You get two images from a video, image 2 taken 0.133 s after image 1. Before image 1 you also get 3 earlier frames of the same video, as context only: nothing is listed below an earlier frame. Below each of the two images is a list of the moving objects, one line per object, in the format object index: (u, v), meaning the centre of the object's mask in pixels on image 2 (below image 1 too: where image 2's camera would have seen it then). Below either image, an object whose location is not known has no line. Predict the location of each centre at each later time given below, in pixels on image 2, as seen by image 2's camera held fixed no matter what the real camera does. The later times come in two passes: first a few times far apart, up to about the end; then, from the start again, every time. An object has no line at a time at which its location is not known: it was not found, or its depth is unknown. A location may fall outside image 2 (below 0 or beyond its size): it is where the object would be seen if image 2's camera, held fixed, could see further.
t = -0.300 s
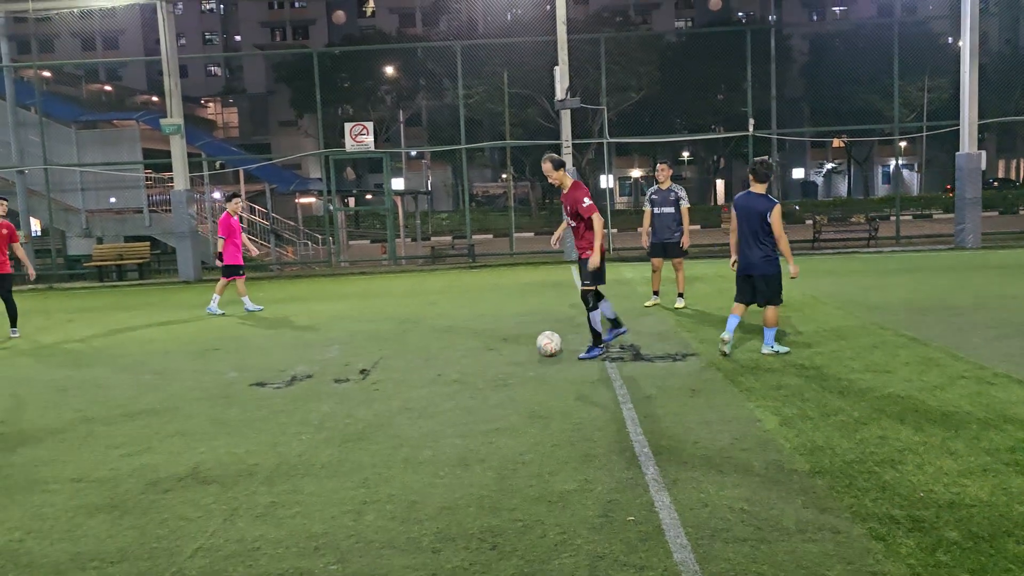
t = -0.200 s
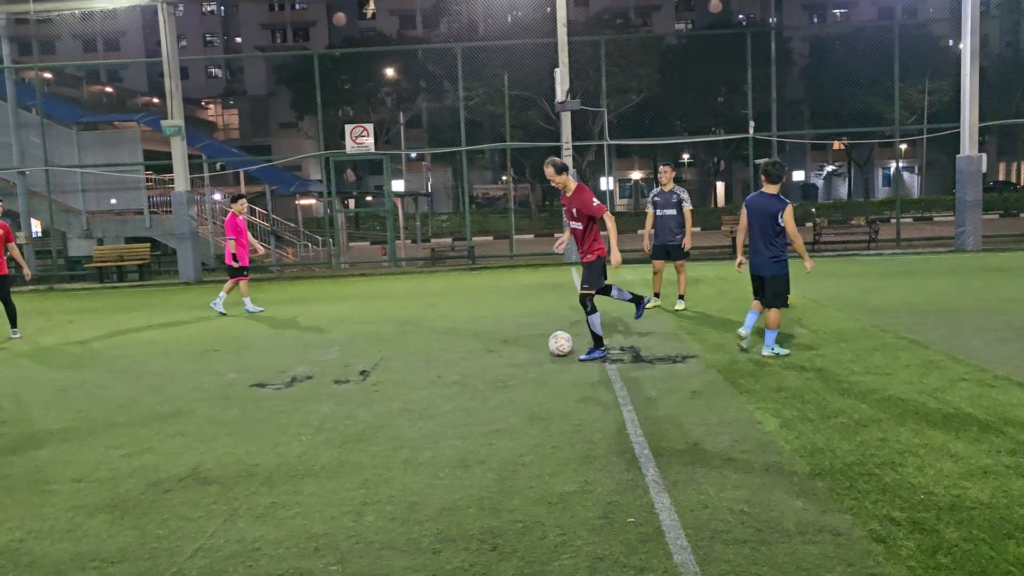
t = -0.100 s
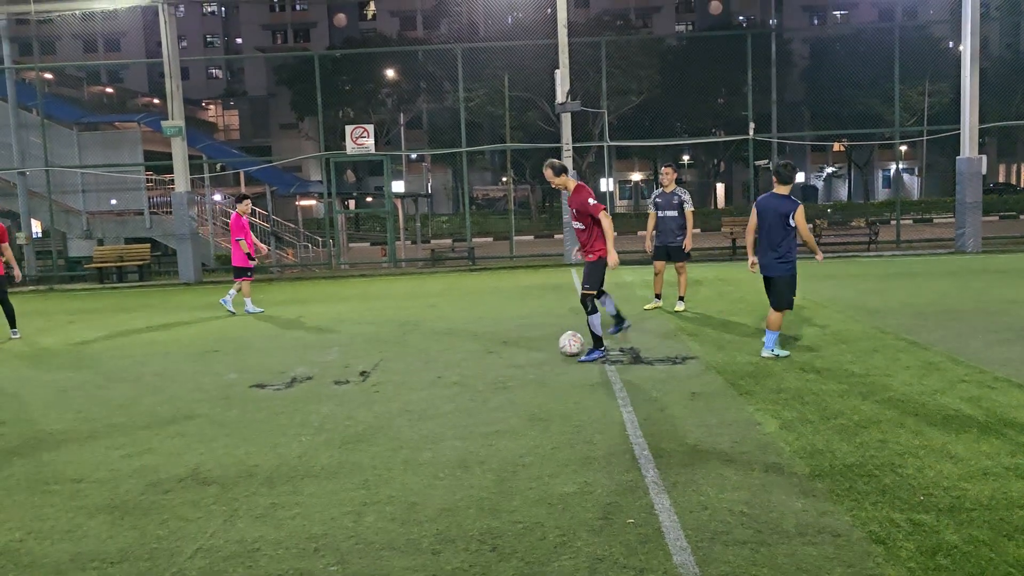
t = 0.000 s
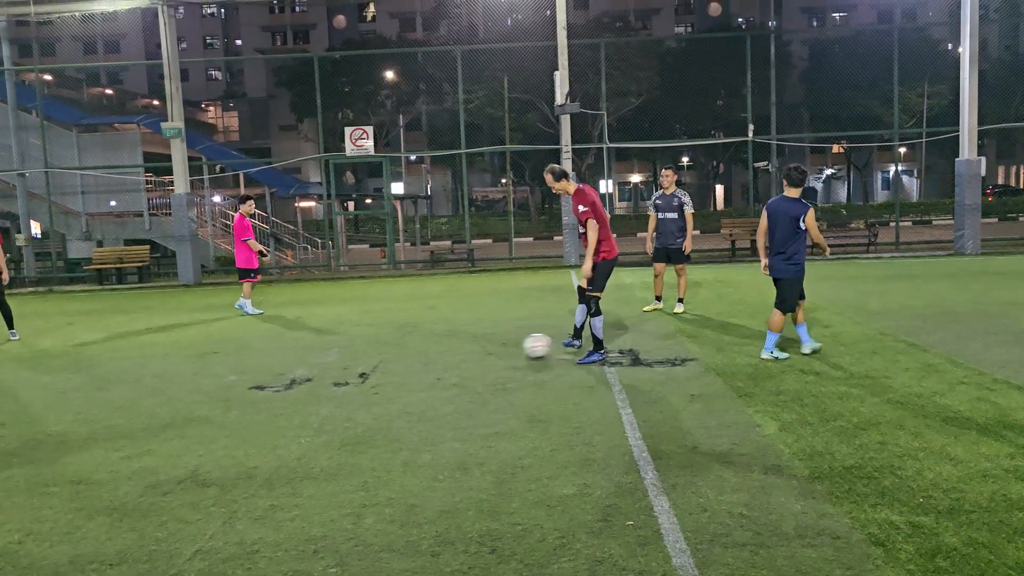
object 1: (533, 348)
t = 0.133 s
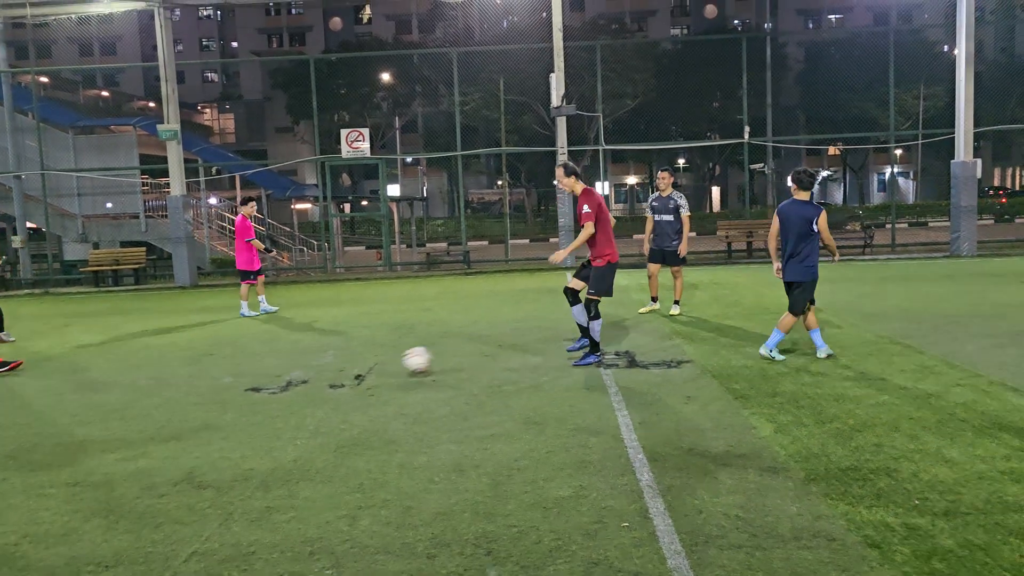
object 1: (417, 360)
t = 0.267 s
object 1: (303, 374)
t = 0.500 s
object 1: (114, 401)
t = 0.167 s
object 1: (385, 367)
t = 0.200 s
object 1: (356, 373)
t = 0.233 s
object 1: (331, 374)
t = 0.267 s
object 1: (303, 374)
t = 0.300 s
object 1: (276, 378)
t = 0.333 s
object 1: (248, 383)
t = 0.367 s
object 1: (219, 390)
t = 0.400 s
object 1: (194, 391)
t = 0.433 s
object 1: (168, 392)
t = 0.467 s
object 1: (140, 395)
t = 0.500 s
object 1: (114, 401)
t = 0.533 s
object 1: (88, 406)
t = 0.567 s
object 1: (58, 408)
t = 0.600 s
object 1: (30, 412)
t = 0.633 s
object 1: (16, 416)
